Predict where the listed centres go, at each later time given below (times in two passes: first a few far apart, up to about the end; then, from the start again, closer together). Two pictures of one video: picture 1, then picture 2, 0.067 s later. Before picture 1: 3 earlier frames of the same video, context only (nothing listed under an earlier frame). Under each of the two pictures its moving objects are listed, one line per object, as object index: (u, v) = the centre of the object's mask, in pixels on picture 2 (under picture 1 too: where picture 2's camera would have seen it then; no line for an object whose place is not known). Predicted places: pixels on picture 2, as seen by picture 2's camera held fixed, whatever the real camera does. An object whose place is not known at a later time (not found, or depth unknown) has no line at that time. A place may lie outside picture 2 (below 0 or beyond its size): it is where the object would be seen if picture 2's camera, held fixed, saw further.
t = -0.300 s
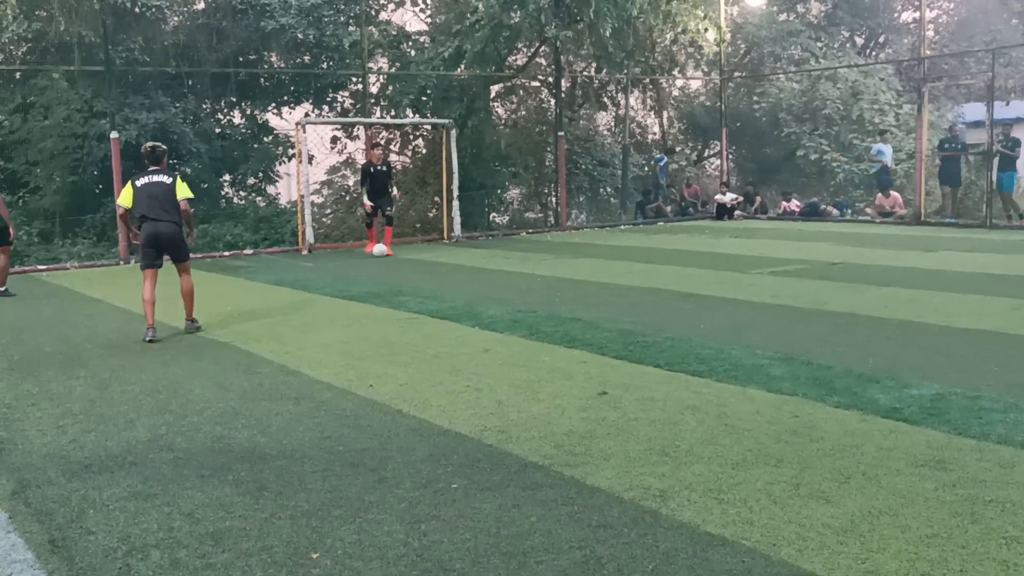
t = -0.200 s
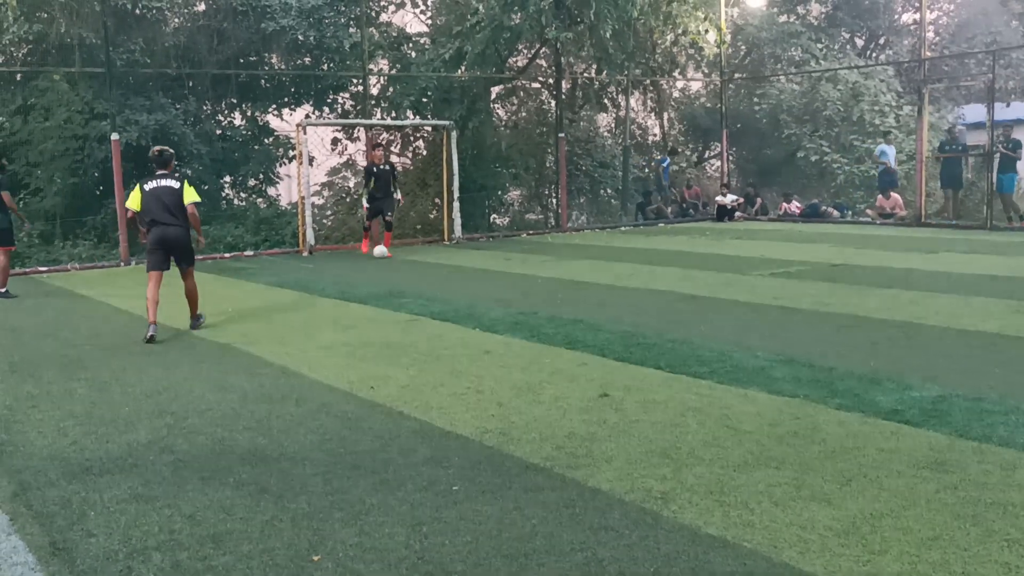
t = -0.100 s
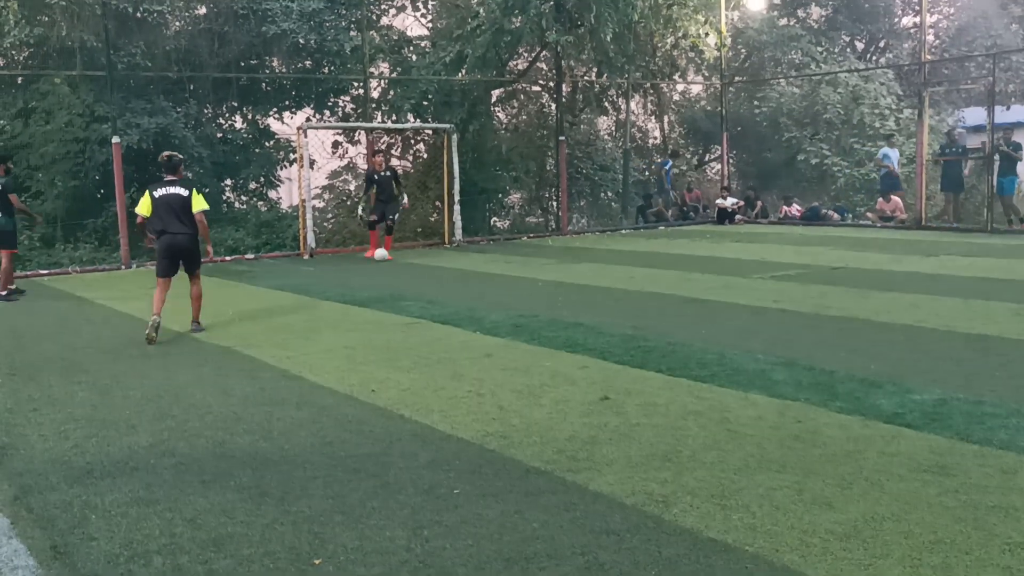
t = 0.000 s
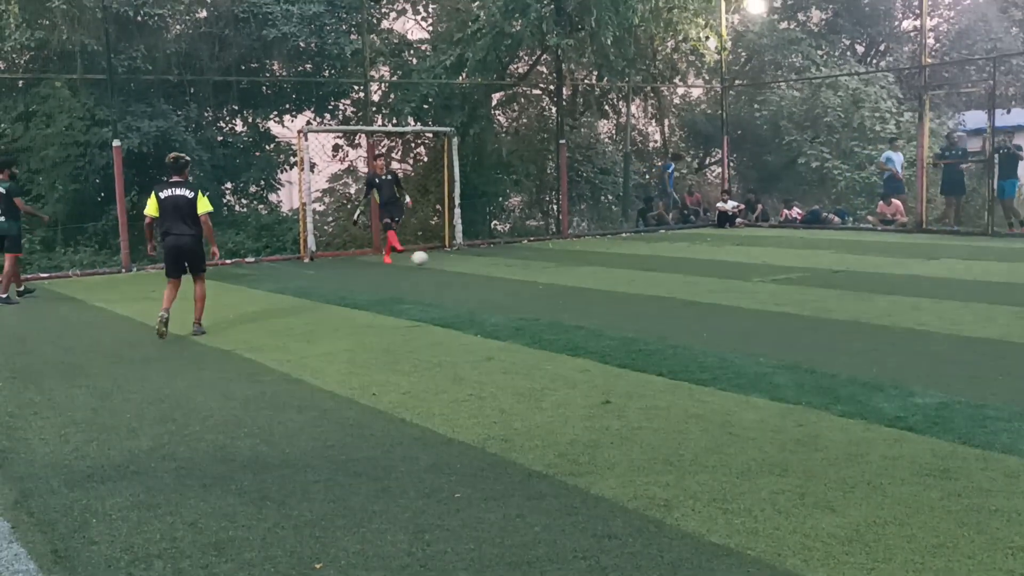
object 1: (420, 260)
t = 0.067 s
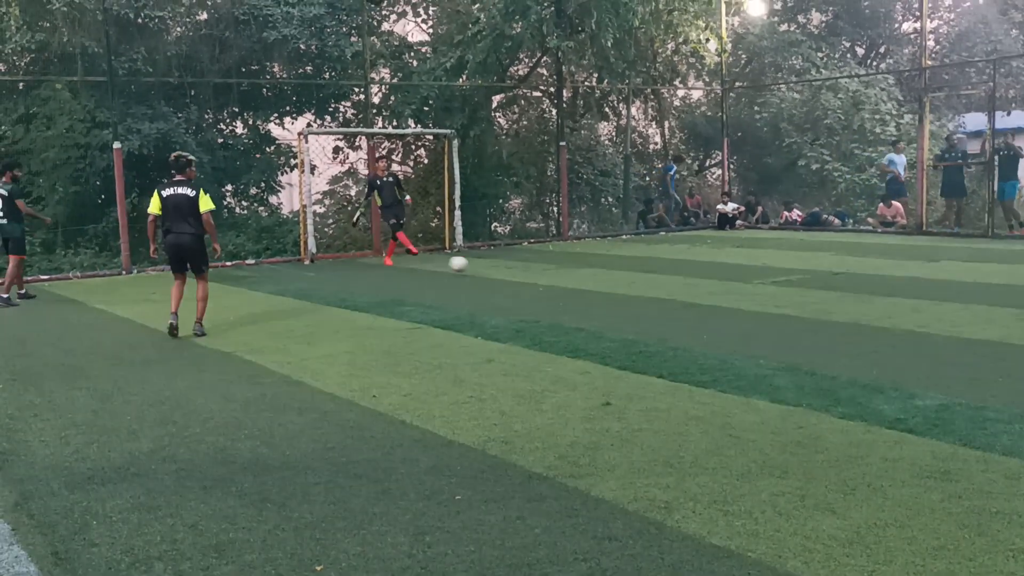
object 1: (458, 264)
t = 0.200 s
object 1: (548, 277)
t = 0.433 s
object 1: (731, 297)
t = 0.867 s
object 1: (1196, 349)
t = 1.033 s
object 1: (1483, 379)
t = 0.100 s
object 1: (480, 267)
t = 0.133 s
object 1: (502, 271)
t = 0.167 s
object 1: (526, 277)
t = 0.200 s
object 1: (548, 277)
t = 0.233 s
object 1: (572, 278)
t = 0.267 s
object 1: (597, 280)
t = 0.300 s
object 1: (622, 283)
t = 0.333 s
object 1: (648, 288)
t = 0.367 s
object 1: (677, 294)
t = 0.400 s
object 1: (704, 295)
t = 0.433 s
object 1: (731, 297)
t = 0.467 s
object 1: (760, 300)
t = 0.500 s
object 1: (790, 304)
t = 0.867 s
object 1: (1196, 349)
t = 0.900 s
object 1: (1246, 355)
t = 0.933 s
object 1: (1301, 357)
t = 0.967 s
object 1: (1356, 361)
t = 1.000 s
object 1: (1419, 368)
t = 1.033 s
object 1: (1483, 379)
